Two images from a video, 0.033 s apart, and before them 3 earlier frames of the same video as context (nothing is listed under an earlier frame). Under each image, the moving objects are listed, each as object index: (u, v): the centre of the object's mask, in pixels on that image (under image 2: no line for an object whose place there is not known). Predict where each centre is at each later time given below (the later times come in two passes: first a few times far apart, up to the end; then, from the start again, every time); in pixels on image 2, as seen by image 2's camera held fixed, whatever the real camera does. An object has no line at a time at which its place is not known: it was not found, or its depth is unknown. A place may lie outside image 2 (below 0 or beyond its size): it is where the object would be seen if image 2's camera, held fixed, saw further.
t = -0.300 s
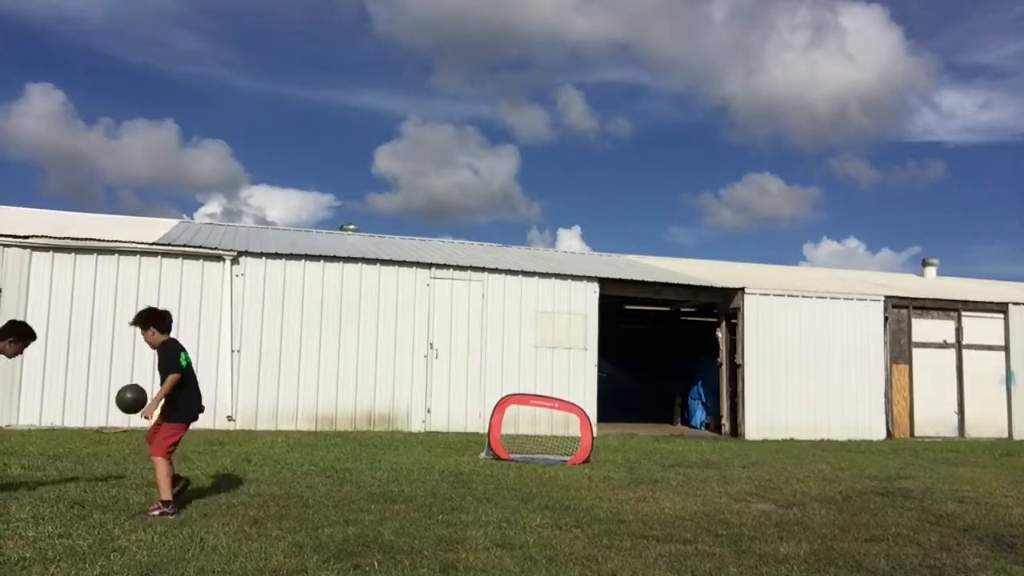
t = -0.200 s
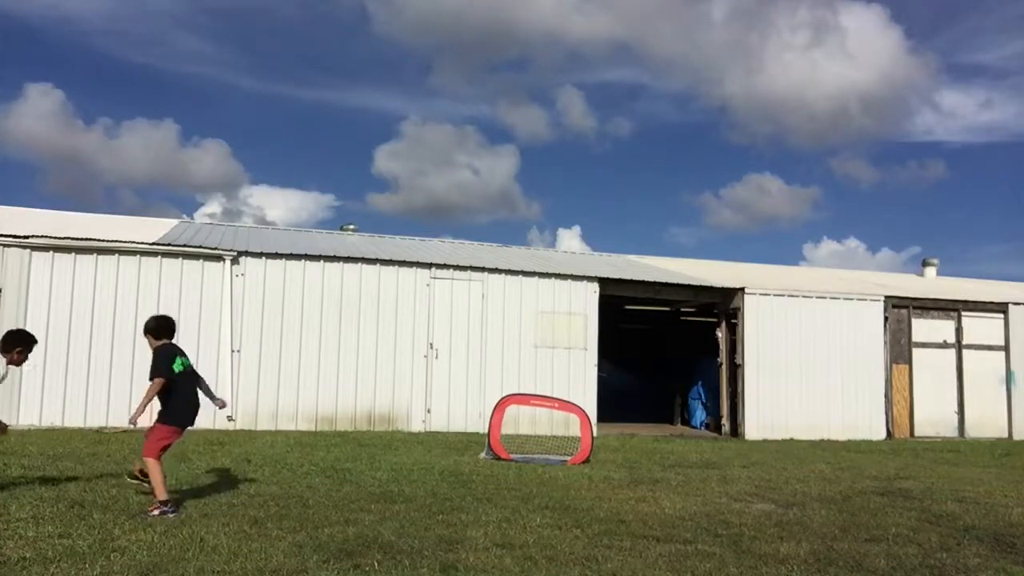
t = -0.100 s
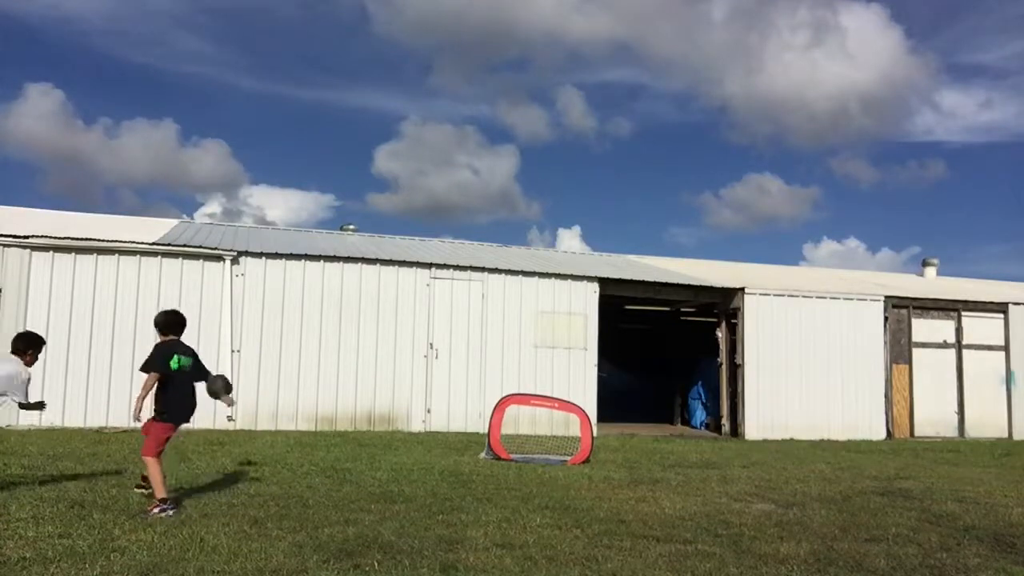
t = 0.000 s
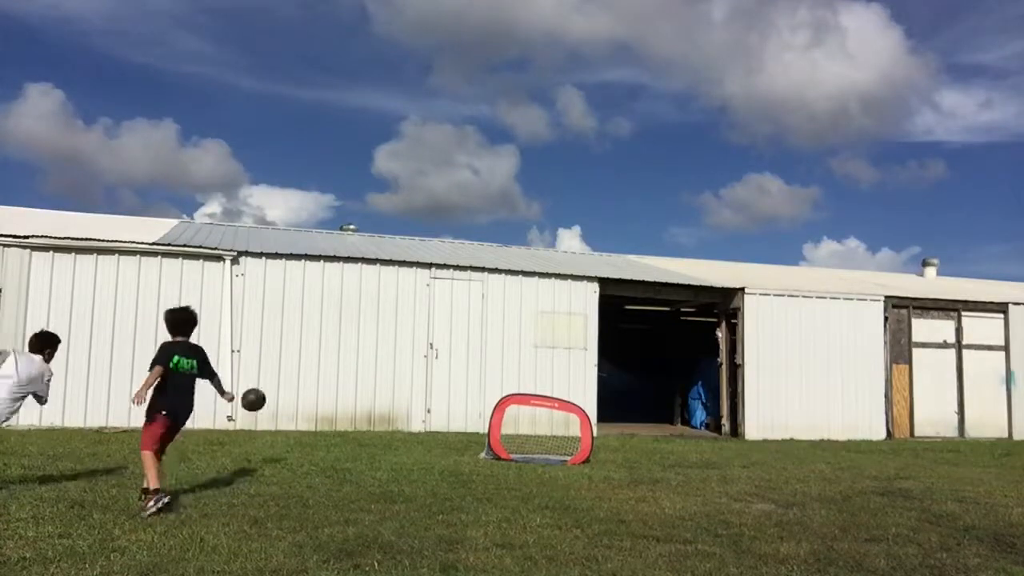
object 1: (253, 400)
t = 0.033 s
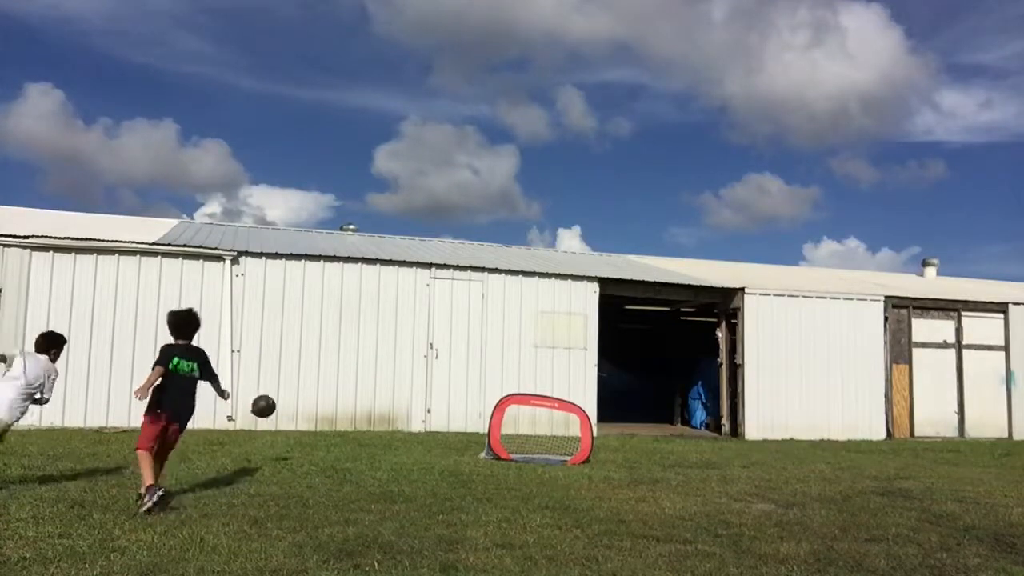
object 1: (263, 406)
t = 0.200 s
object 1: (307, 451)
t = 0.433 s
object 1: (327, 434)
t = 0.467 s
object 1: (329, 435)
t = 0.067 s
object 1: (273, 414)
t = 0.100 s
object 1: (282, 422)
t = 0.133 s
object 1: (290, 431)
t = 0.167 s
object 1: (298, 441)
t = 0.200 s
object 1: (307, 451)
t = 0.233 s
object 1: (311, 450)
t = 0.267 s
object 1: (314, 445)
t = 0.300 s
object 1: (316, 441)
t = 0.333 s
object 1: (319, 437)
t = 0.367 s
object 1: (322, 434)
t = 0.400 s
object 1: (324, 433)
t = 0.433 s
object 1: (327, 434)
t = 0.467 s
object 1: (329, 435)
